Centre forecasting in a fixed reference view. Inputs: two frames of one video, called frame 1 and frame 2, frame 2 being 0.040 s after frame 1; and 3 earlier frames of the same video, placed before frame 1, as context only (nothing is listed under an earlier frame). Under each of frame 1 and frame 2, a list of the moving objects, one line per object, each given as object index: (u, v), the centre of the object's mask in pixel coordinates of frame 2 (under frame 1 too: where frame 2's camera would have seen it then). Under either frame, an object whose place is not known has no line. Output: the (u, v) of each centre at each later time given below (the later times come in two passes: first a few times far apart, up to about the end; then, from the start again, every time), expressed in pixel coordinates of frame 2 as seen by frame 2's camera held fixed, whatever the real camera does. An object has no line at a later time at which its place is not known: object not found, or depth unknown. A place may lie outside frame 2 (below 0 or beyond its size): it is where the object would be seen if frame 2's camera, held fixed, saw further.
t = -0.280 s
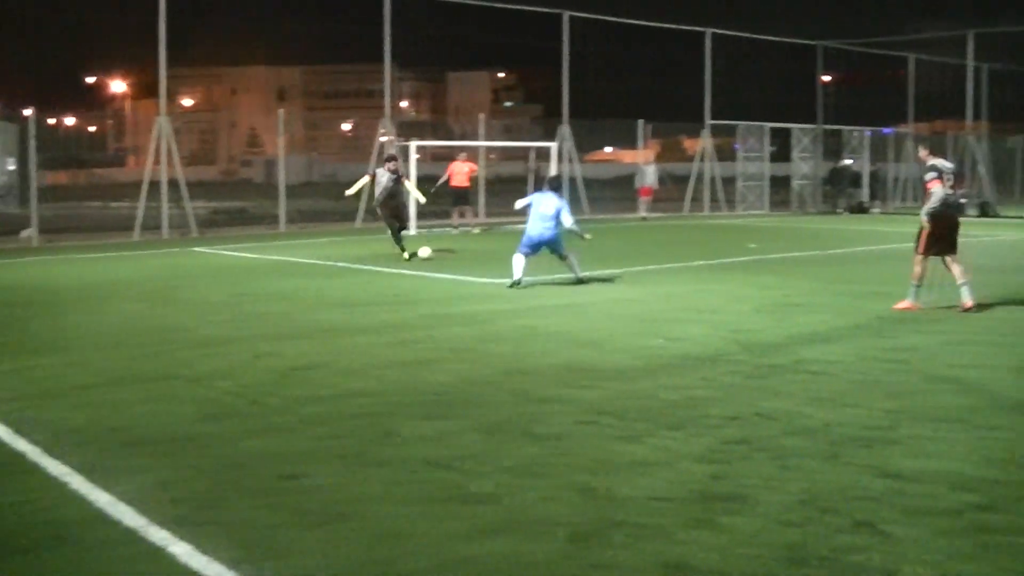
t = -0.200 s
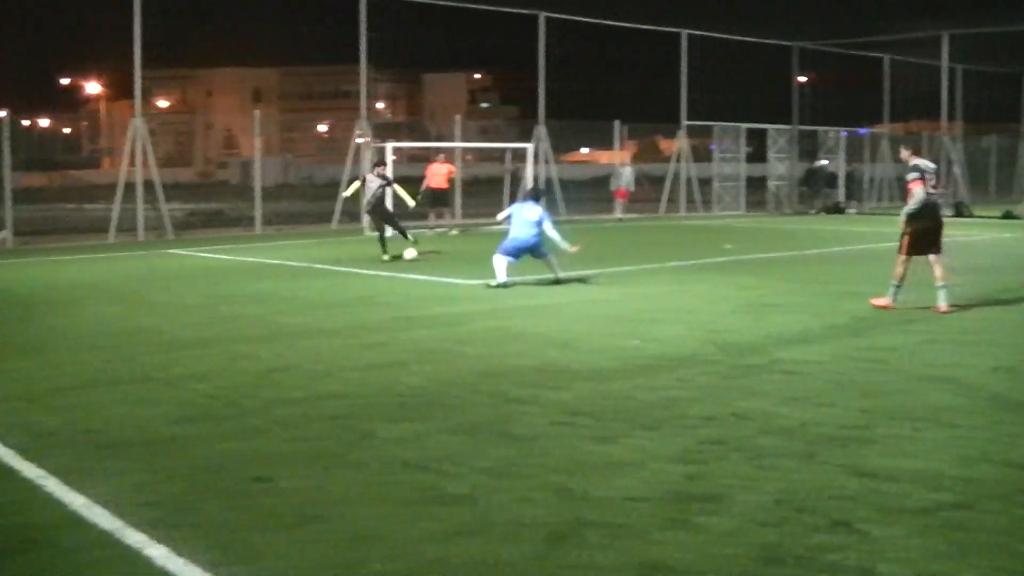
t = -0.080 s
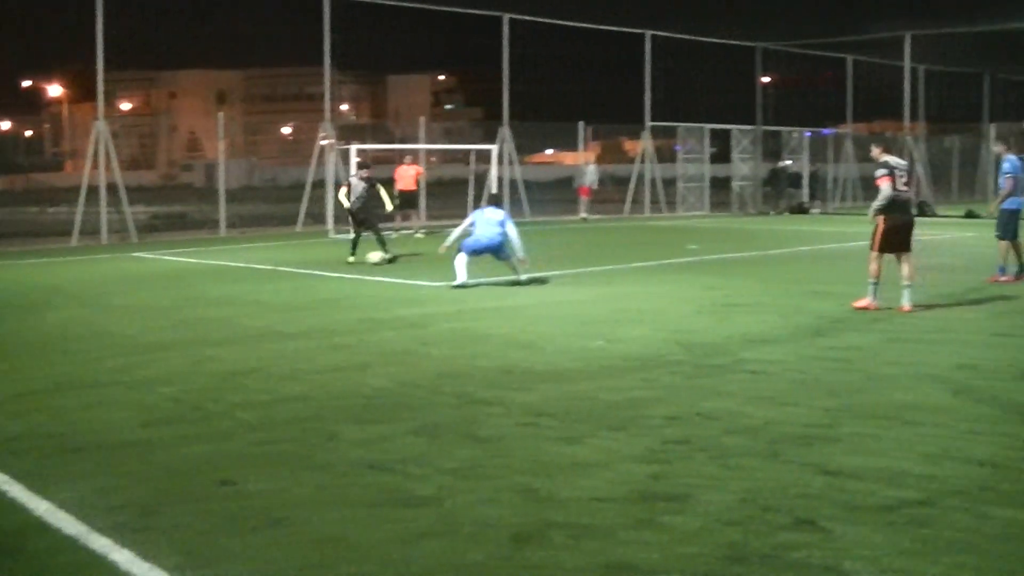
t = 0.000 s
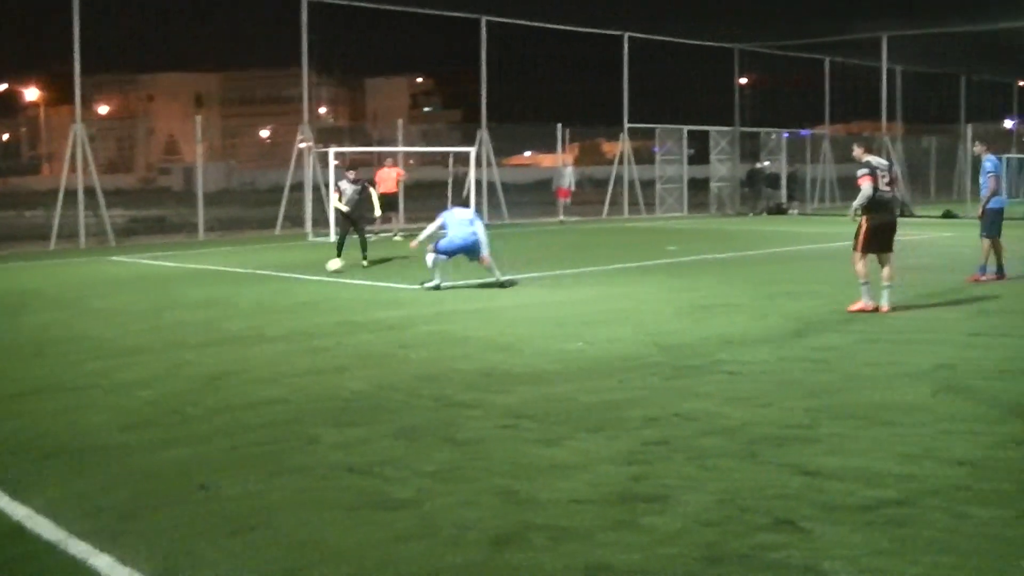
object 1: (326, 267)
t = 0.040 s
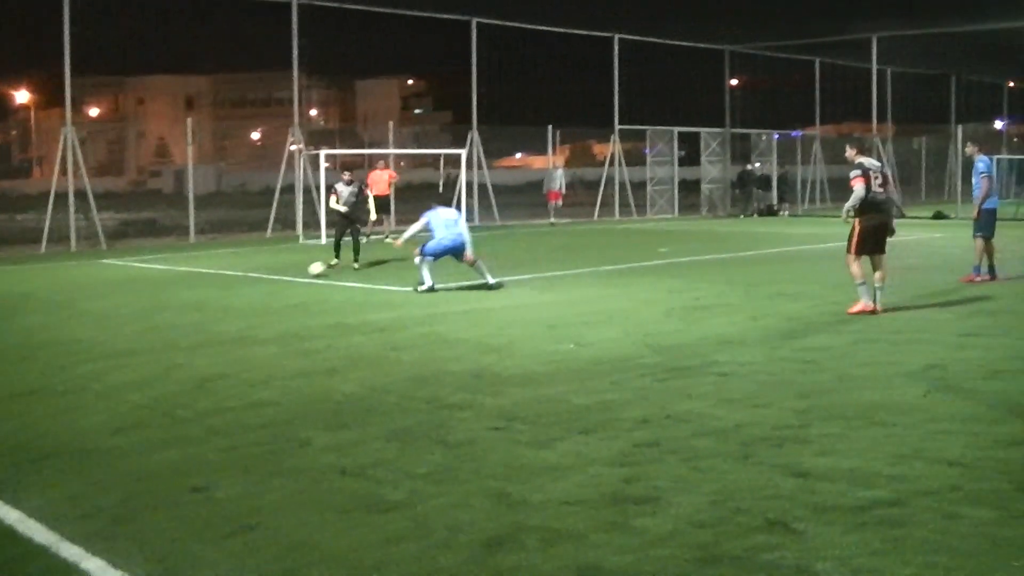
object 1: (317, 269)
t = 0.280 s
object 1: (260, 282)
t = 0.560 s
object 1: (194, 294)
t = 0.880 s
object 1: (118, 312)
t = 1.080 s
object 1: (64, 323)
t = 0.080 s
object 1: (308, 271)
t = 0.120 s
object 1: (298, 274)
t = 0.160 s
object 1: (290, 275)
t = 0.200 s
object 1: (281, 277)
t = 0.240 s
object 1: (270, 279)
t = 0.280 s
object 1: (260, 282)
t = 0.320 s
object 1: (252, 283)
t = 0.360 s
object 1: (242, 286)
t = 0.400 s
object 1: (232, 288)
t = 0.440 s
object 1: (223, 288)
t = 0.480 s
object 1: (213, 289)
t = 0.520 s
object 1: (204, 292)
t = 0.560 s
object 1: (194, 294)
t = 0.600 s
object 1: (185, 296)
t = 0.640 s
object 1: (177, 298)
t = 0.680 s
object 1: (167, 301)
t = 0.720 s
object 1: (157, 303)
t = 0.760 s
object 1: (147, 305)
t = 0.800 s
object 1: (136, 308)
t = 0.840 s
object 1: (127, 310)
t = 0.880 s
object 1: (118, 312)
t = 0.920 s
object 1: (107, 315)
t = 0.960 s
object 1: (97, 318)
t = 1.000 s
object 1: (85, 318)
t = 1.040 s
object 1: (75, 321)
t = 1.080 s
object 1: (64, 323)
